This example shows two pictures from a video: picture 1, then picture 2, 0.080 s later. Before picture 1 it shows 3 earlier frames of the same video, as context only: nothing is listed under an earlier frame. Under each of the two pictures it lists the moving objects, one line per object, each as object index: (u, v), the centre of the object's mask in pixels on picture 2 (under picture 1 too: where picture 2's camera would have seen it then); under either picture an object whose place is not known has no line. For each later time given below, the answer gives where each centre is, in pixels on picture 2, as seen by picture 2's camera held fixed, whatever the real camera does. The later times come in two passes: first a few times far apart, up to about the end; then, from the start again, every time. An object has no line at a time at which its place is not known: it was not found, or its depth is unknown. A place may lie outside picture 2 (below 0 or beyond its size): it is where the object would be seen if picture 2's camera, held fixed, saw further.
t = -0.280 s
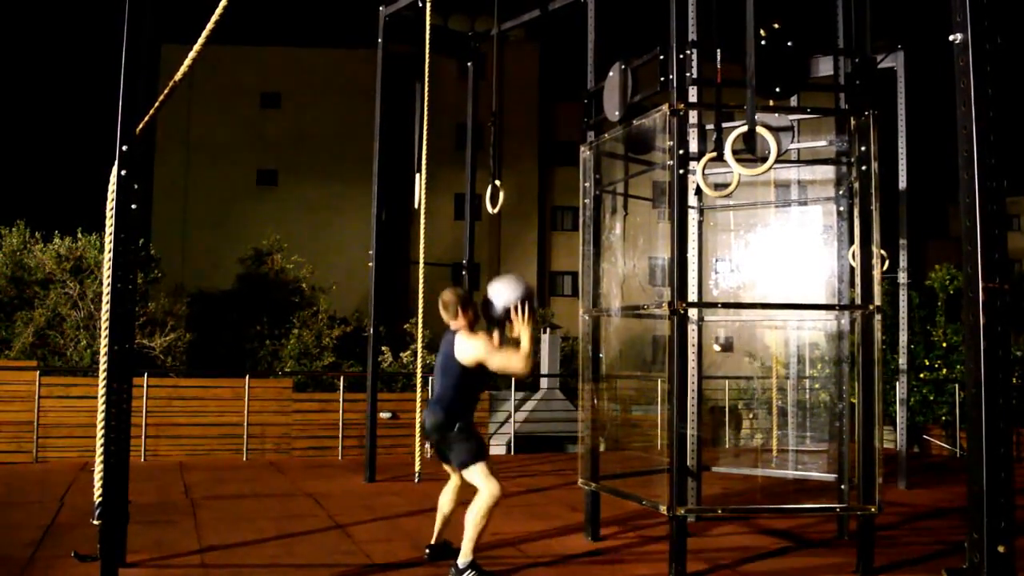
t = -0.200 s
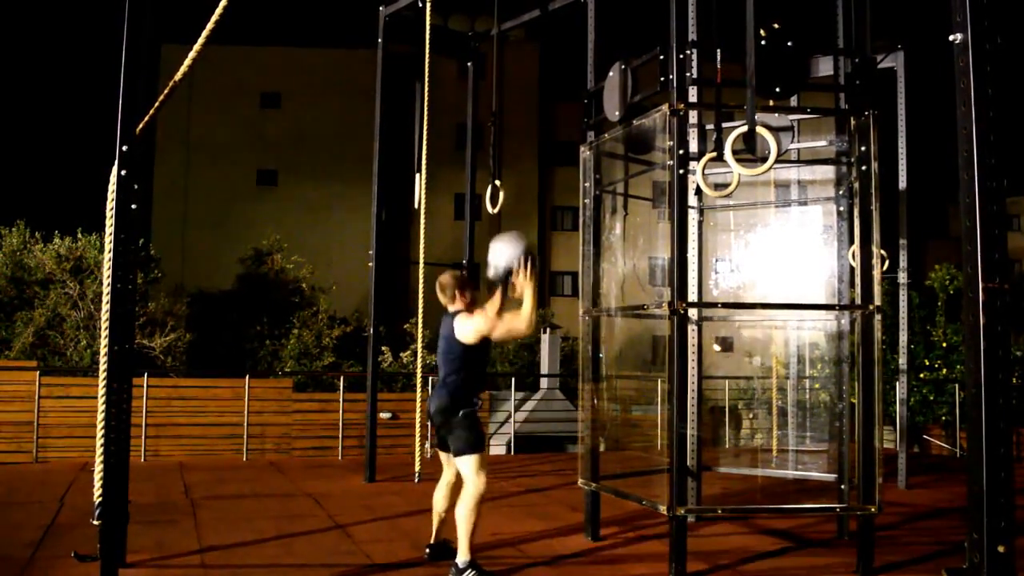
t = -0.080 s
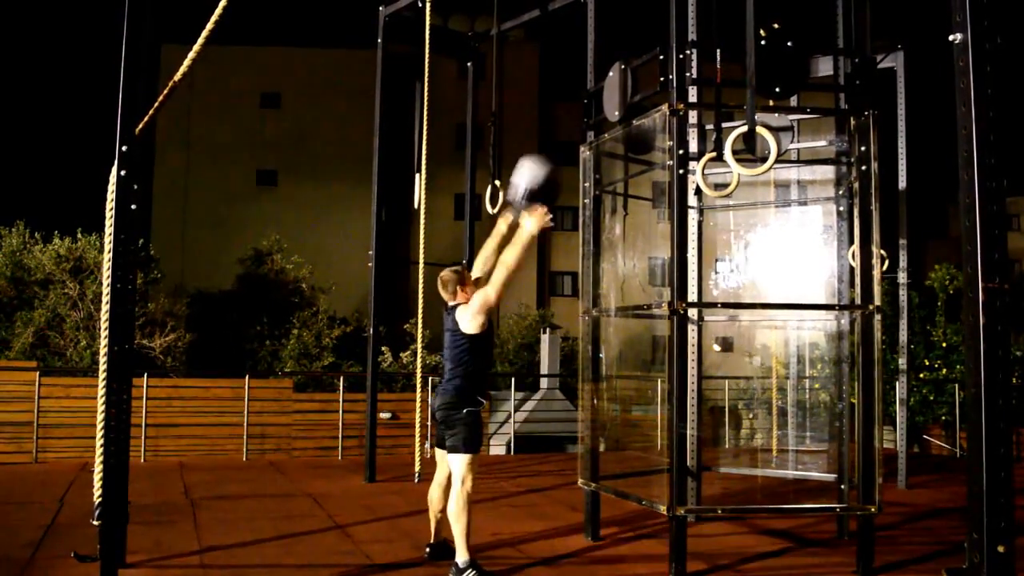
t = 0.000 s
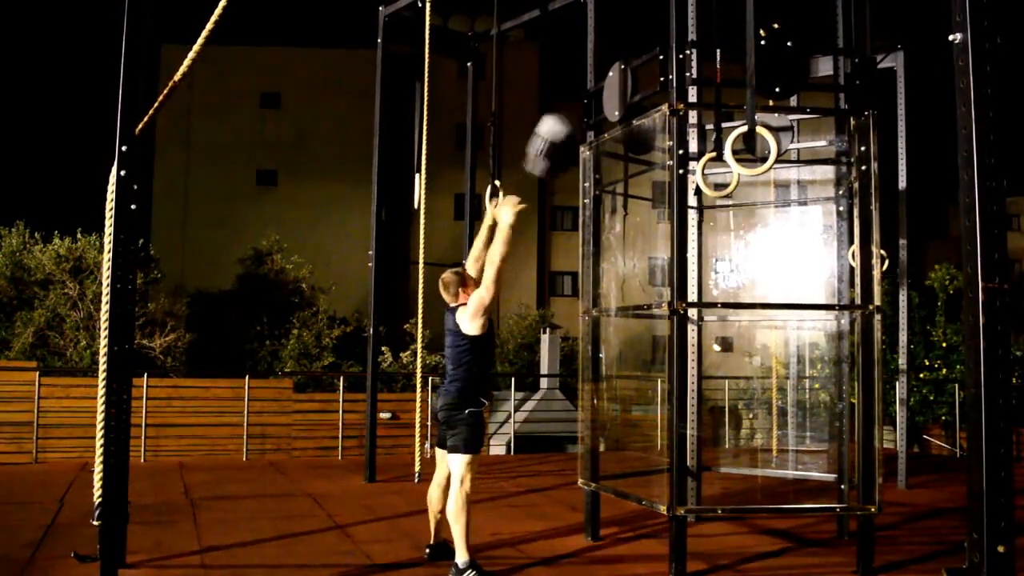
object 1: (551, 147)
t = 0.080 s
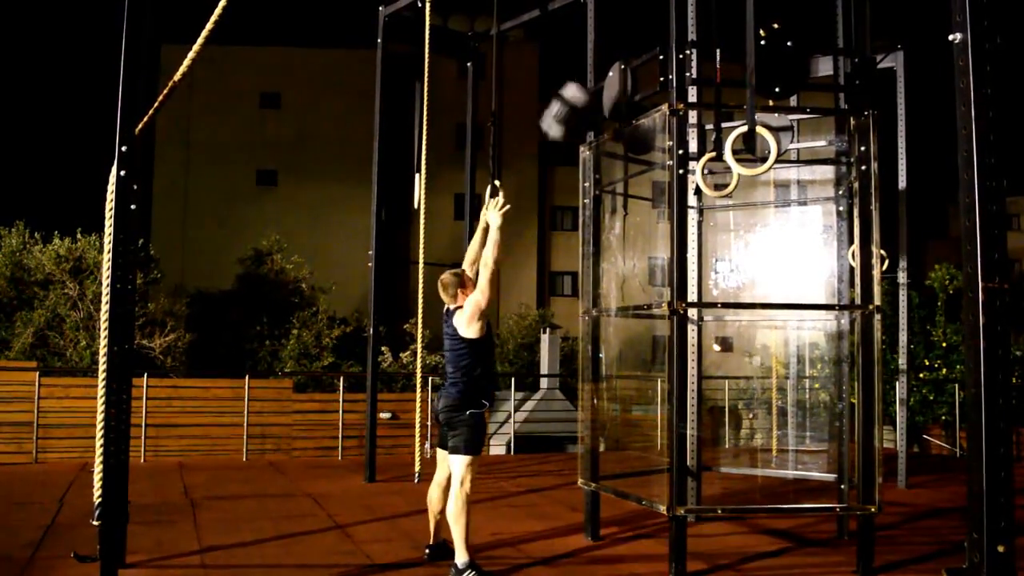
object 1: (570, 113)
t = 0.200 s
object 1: (591, 81)
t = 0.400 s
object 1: (573, 70)
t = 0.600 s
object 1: (545, 127)
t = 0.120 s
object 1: (579, 102)
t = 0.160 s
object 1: (587, 91)
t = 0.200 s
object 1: (591, 81)
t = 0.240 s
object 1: (588, 75)
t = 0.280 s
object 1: (584, 72)
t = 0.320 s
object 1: (581, 70)
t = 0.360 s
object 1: (577, 70)
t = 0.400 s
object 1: (573, 70)
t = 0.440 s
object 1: (565, 70)
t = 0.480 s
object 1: (561, 81)
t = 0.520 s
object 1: (556, 90)
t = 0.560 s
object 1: (549, 107)
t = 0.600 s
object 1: (545, 127)
